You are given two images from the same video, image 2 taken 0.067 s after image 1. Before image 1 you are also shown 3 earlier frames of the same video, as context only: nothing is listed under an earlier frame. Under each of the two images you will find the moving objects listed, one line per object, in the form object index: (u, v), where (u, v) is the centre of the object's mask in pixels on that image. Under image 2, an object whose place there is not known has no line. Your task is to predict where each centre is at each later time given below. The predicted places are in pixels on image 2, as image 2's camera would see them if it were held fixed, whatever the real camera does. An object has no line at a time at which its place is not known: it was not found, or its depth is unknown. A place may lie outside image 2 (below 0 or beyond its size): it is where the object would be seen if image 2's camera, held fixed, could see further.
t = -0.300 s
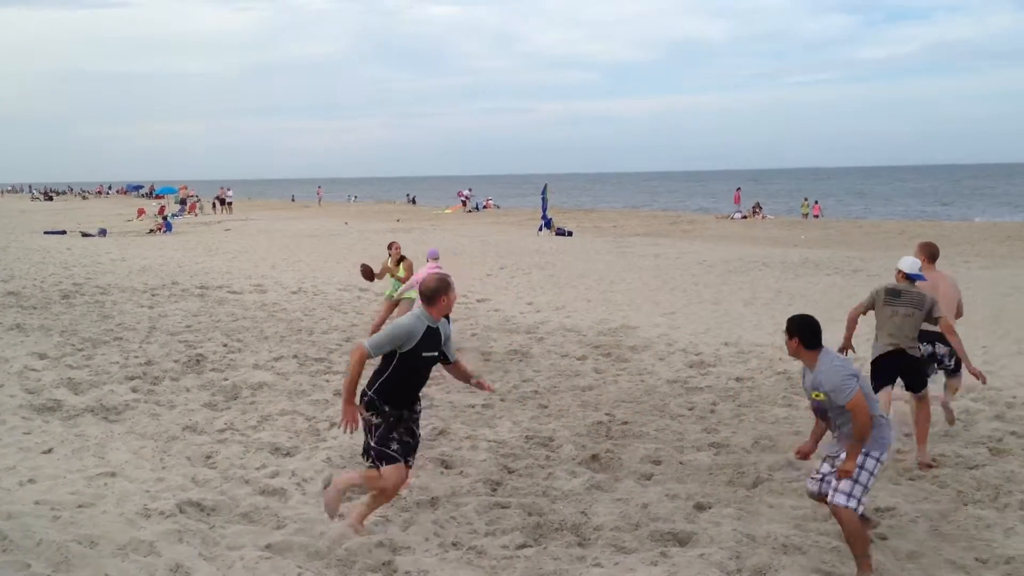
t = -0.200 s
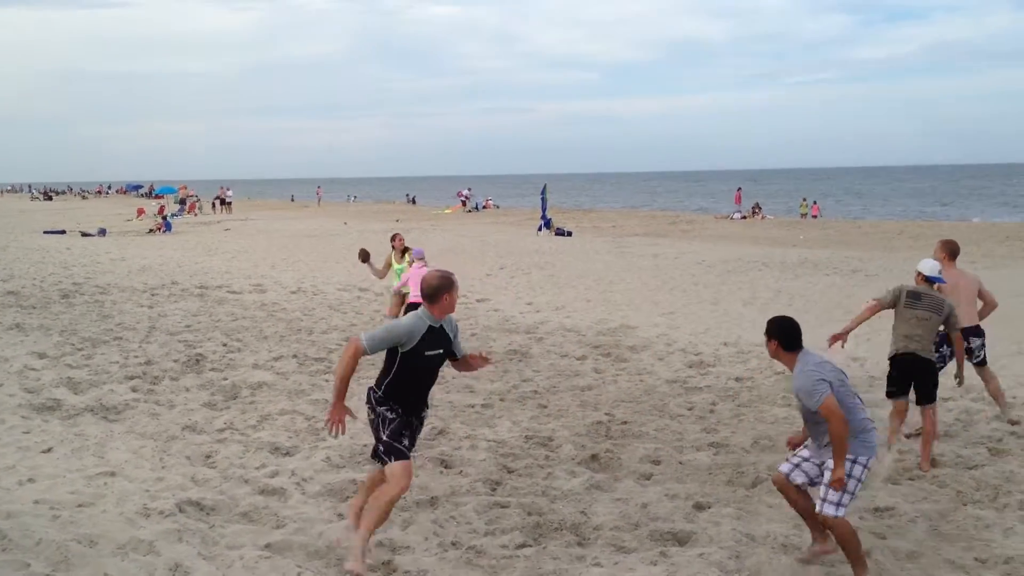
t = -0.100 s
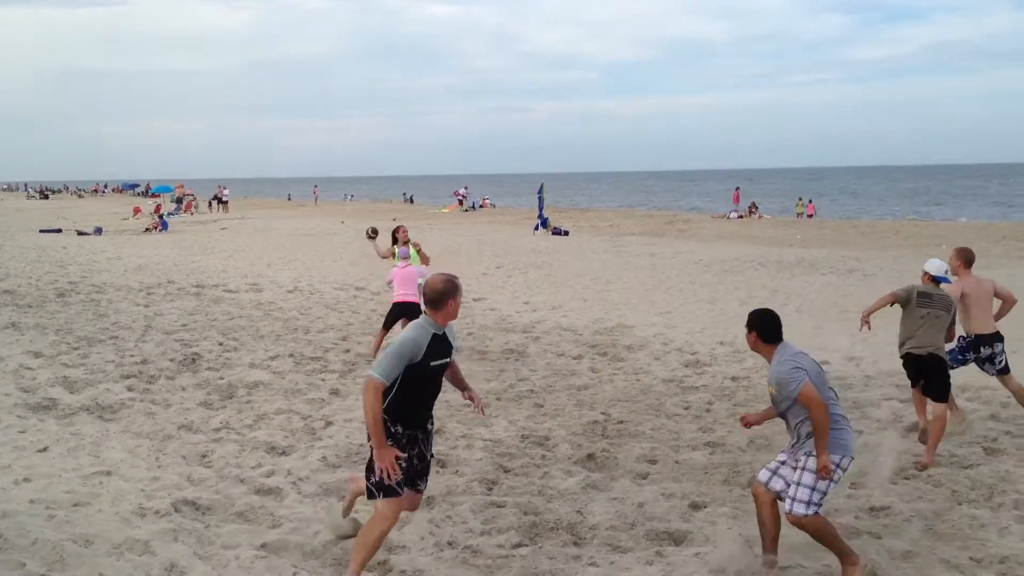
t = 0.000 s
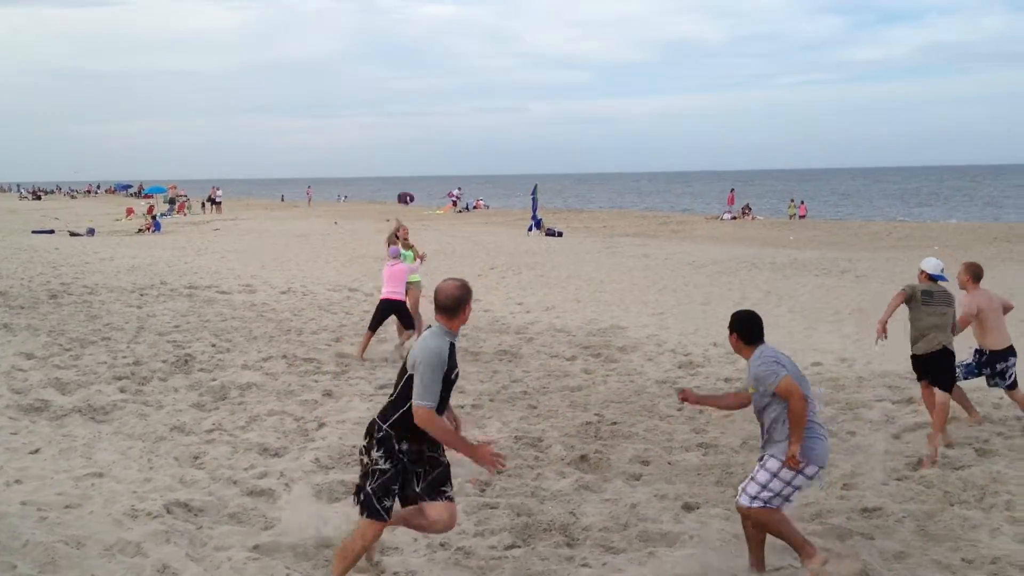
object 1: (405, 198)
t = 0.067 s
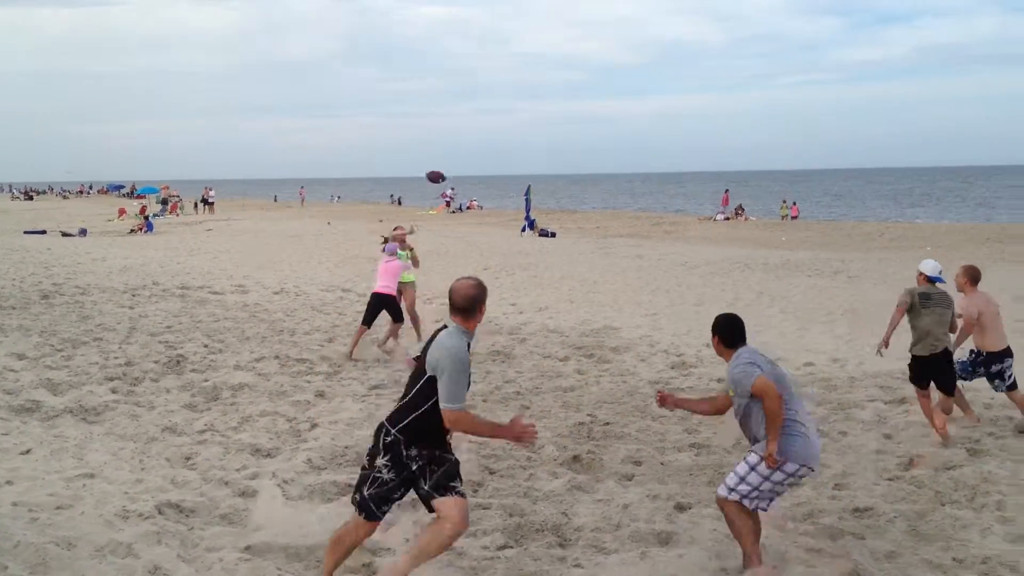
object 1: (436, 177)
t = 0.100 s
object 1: (454, 167)
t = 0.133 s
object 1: (472, 158)
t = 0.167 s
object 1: (491, 150)
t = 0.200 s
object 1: (509, 143)
